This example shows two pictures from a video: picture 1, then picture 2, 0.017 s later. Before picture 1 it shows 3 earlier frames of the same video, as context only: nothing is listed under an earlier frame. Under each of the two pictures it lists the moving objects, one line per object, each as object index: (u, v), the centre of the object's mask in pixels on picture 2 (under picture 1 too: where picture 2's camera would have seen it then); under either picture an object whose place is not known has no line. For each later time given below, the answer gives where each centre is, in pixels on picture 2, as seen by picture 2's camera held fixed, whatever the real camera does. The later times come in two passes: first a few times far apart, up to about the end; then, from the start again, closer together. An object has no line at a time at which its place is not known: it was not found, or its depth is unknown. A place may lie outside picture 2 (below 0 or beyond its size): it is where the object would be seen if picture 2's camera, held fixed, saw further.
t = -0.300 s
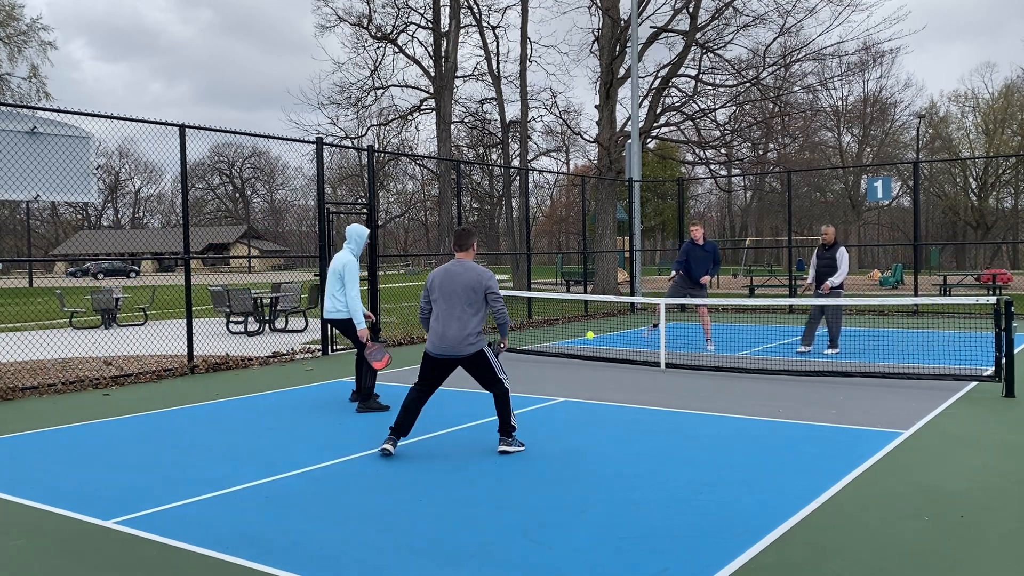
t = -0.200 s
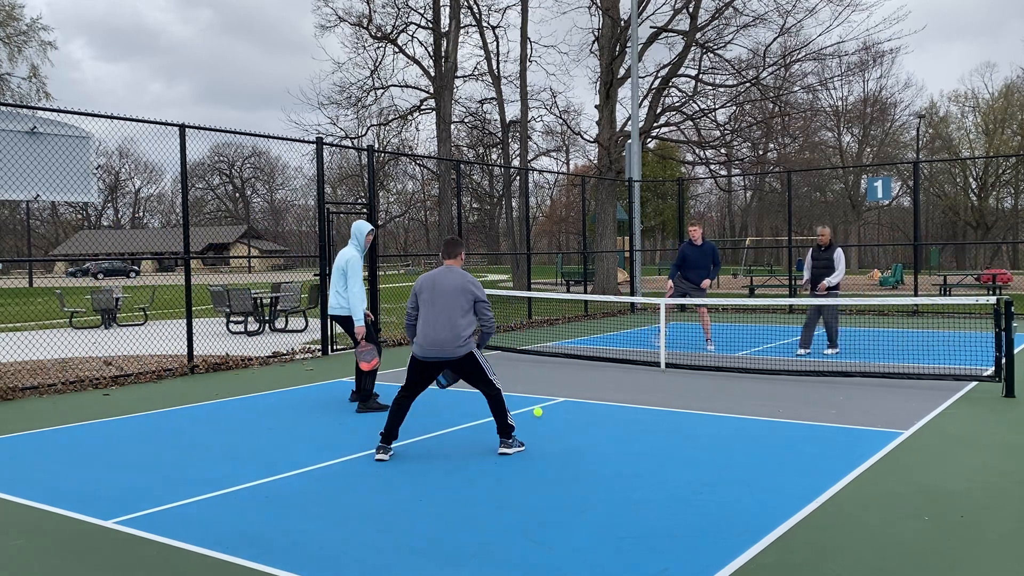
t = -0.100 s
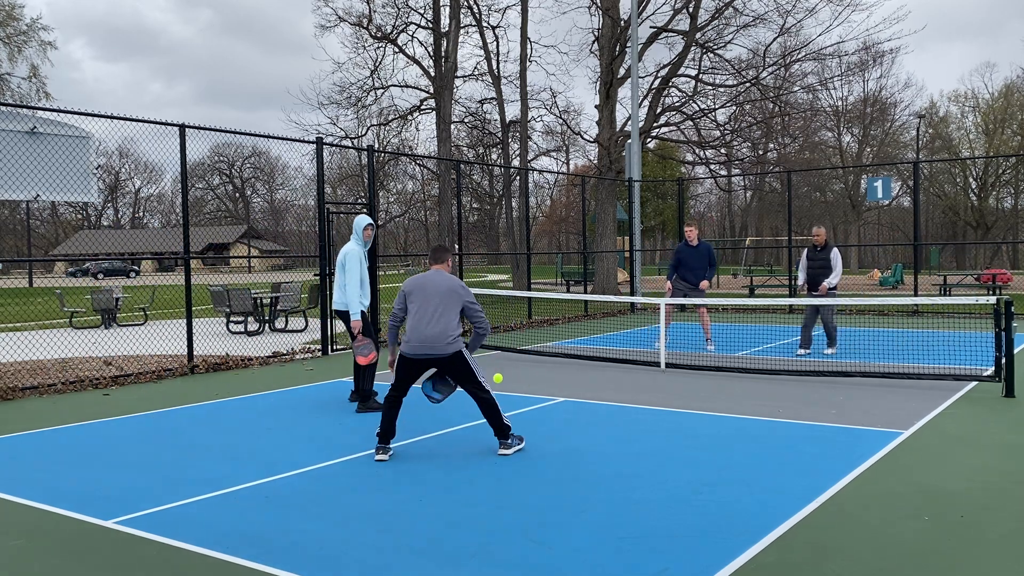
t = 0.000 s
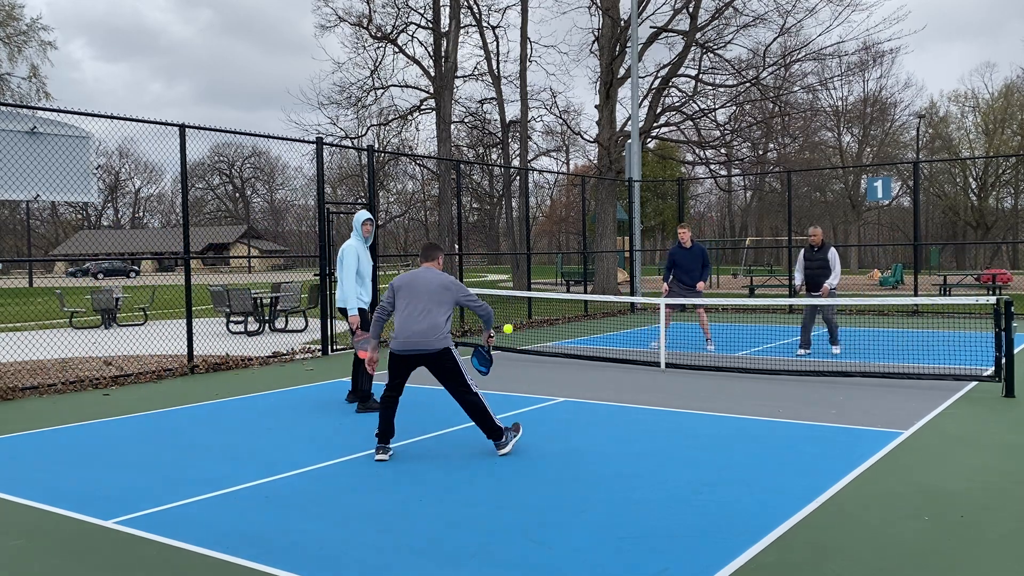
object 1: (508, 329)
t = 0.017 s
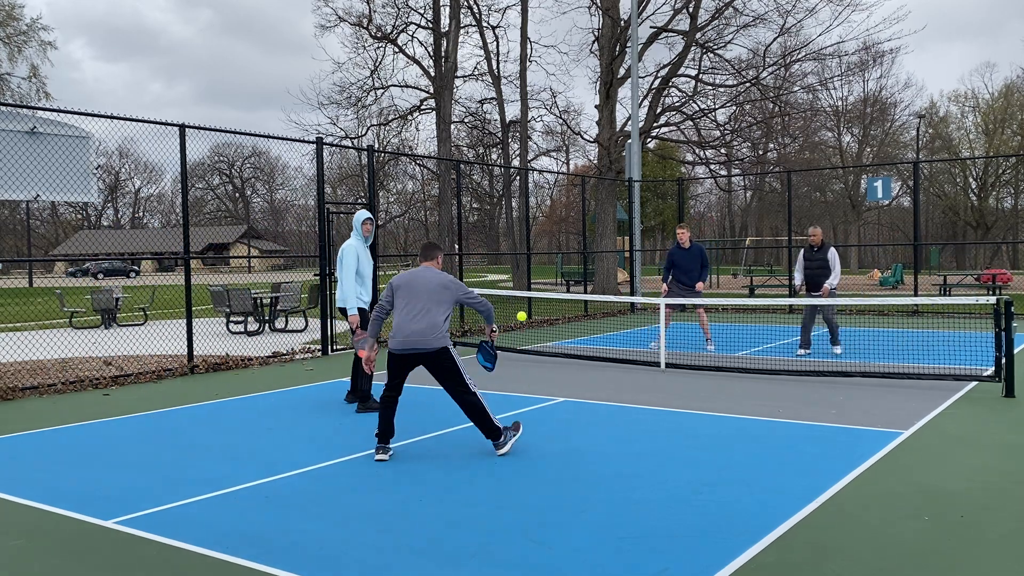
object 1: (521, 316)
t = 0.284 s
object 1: (693, 190)
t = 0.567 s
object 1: (818, 158)
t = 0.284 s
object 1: (693, 190)
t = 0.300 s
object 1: (702, 185)
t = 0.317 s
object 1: (710, 182)
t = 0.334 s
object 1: (719, 178)
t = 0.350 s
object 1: (726, 175)
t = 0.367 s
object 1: (735, 171)
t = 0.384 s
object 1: (742, 169)
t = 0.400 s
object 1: (750, 167)
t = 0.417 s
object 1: (757, 164)
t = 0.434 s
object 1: (764, 163)
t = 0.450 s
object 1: (772, 161)
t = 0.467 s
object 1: (778, 160)
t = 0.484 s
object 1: (785, 159)
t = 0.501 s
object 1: (792, 158)
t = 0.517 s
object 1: (798, 158)
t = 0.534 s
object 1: (805, 157)
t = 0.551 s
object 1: (811, 157)
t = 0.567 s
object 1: (818, 158)
